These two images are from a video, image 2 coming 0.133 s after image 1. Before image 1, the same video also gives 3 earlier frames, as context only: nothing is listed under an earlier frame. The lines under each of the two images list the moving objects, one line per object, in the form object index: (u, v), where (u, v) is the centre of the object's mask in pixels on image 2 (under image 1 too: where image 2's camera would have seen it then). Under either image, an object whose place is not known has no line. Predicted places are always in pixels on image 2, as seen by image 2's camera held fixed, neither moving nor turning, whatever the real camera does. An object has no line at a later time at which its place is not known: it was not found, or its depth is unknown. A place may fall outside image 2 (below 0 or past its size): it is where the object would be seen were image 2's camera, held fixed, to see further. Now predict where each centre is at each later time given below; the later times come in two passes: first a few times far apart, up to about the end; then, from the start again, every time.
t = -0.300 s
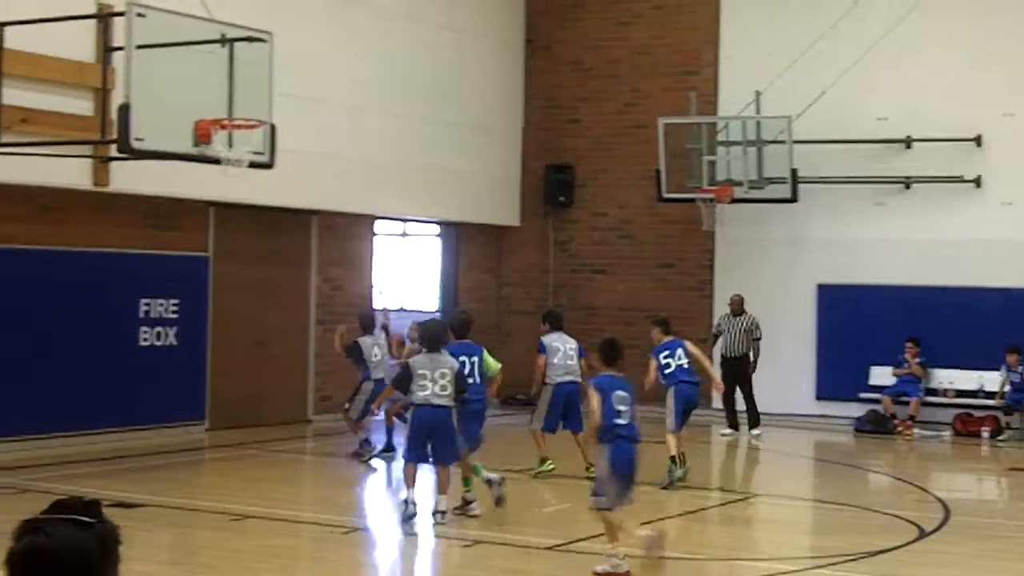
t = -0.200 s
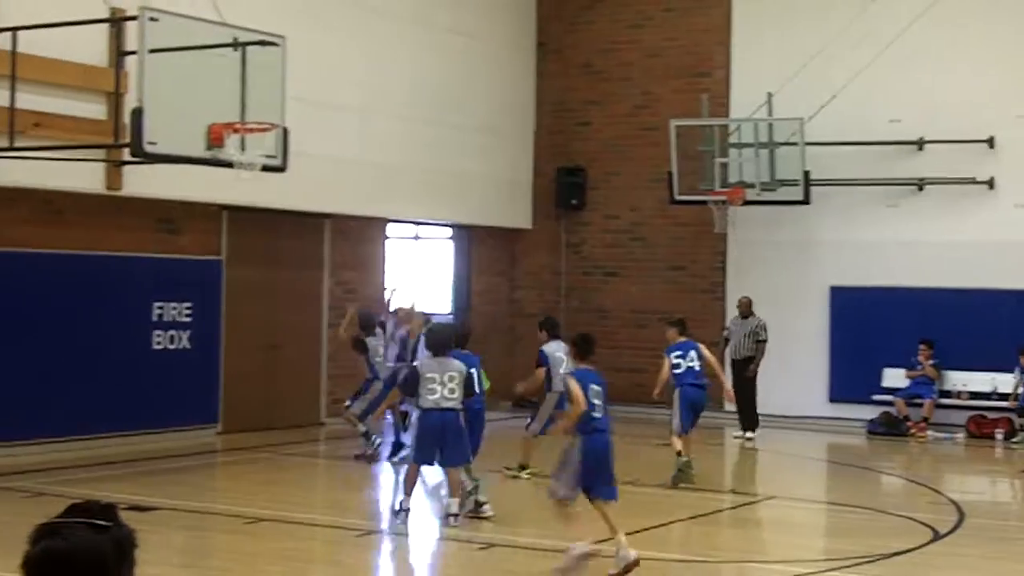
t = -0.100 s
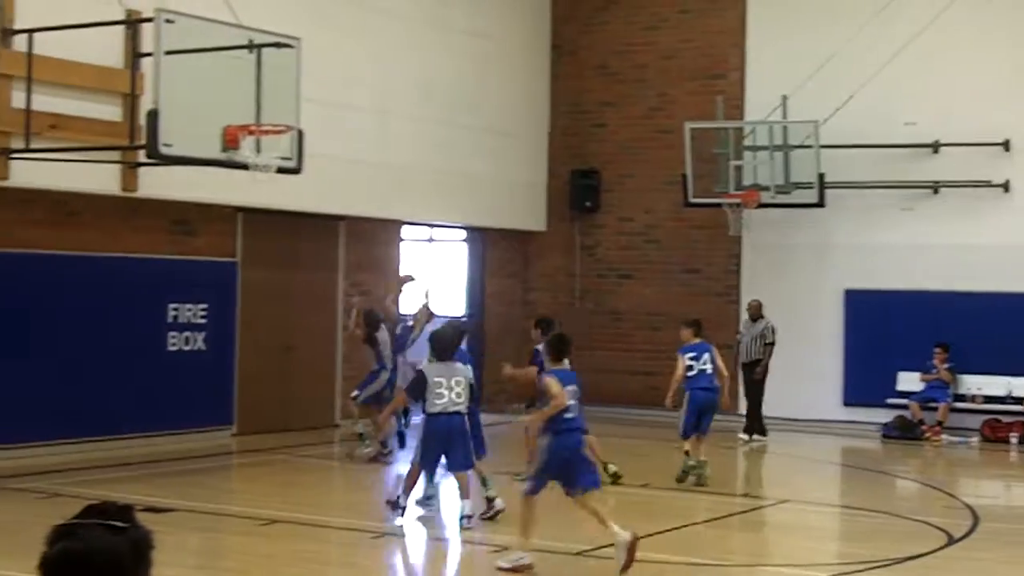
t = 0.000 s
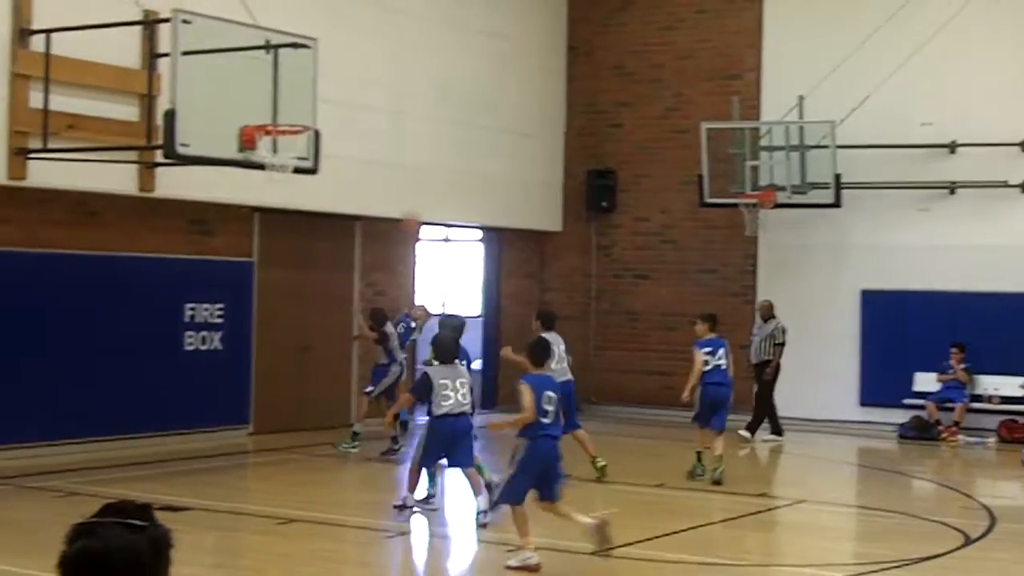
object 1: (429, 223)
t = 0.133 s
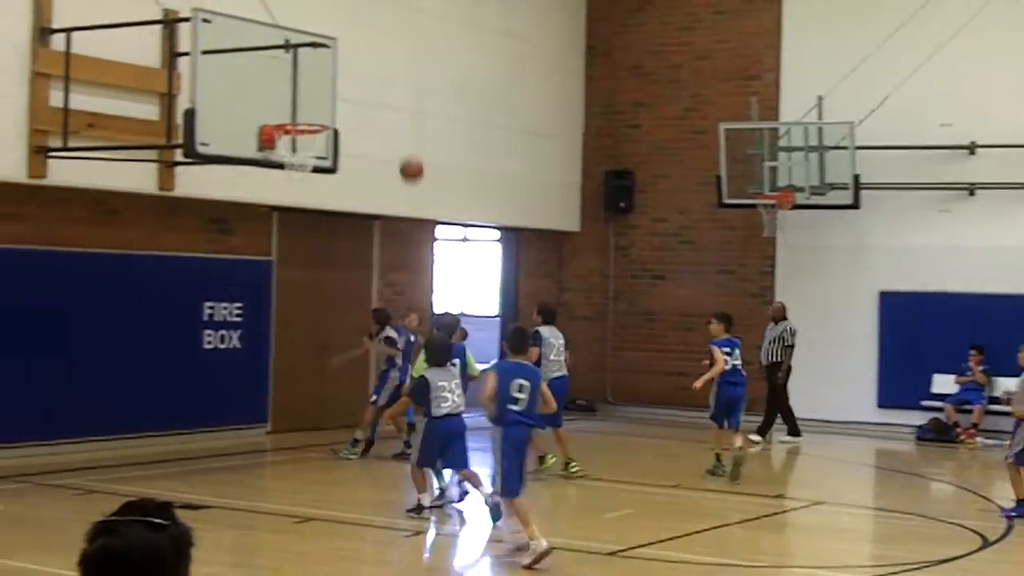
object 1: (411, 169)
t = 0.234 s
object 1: (398, 138)
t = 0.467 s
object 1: (362, 100)
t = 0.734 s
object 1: (319, 111)
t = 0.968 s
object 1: (279, 107)
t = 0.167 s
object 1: (407, 158)
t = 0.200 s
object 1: (402, 147)
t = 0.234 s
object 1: (398, 138)
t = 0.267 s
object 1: (393, 129)
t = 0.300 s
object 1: (388, 121)
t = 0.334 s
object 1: (383, 115)
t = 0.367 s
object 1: (378, 109)
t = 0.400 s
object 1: (373, 106)
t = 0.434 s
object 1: (368, 102)
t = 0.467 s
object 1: (362, 100)
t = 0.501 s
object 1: (358, 99)
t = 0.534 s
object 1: (352, 99)
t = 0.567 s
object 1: (346, 101)
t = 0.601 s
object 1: (341, 104)
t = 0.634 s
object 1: (335, 108)
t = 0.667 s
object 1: (329, 113)
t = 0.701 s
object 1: (324, 112)
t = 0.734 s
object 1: (319, 111)
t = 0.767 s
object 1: (313, 110)
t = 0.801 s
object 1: (308, 111)
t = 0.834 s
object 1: (303, 112)
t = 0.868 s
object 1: (295, 111)
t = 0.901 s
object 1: (289, 110)
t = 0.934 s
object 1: (284, 109)
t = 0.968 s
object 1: (279, 107)
